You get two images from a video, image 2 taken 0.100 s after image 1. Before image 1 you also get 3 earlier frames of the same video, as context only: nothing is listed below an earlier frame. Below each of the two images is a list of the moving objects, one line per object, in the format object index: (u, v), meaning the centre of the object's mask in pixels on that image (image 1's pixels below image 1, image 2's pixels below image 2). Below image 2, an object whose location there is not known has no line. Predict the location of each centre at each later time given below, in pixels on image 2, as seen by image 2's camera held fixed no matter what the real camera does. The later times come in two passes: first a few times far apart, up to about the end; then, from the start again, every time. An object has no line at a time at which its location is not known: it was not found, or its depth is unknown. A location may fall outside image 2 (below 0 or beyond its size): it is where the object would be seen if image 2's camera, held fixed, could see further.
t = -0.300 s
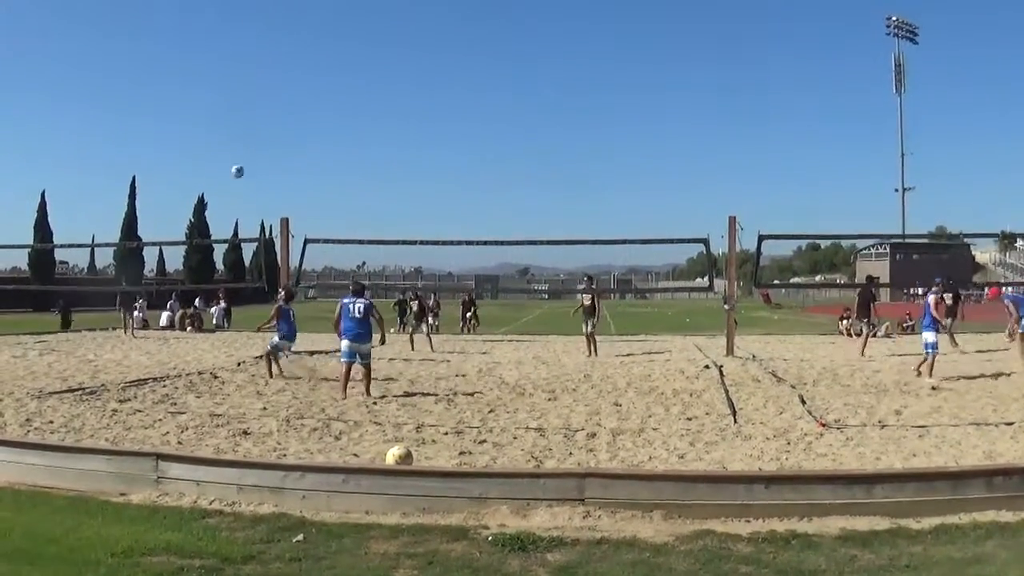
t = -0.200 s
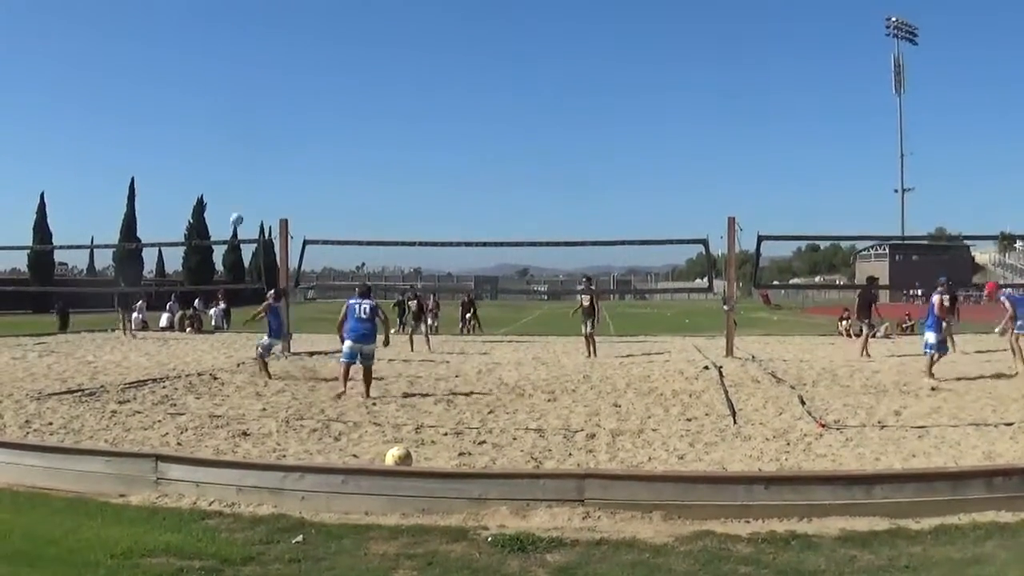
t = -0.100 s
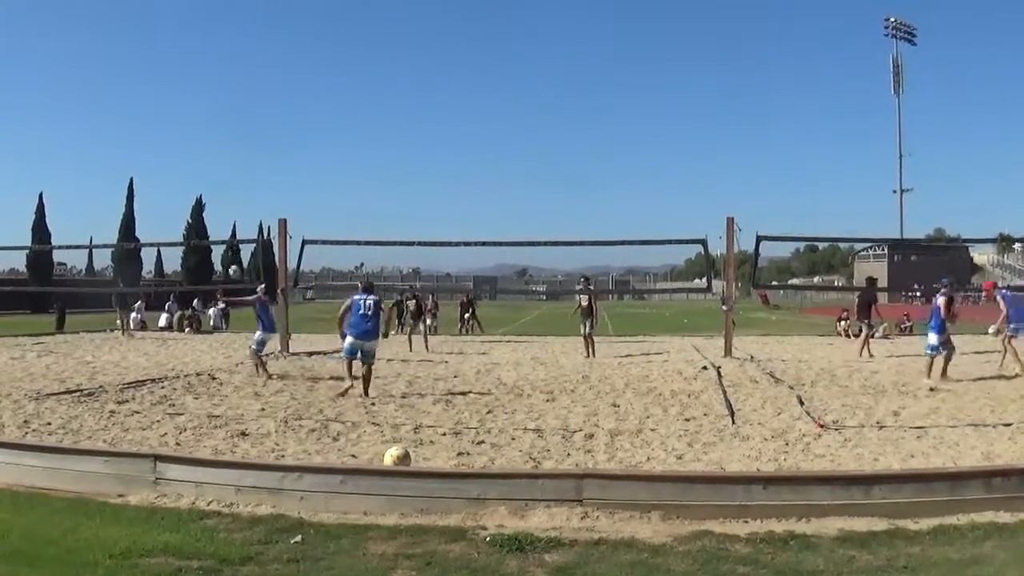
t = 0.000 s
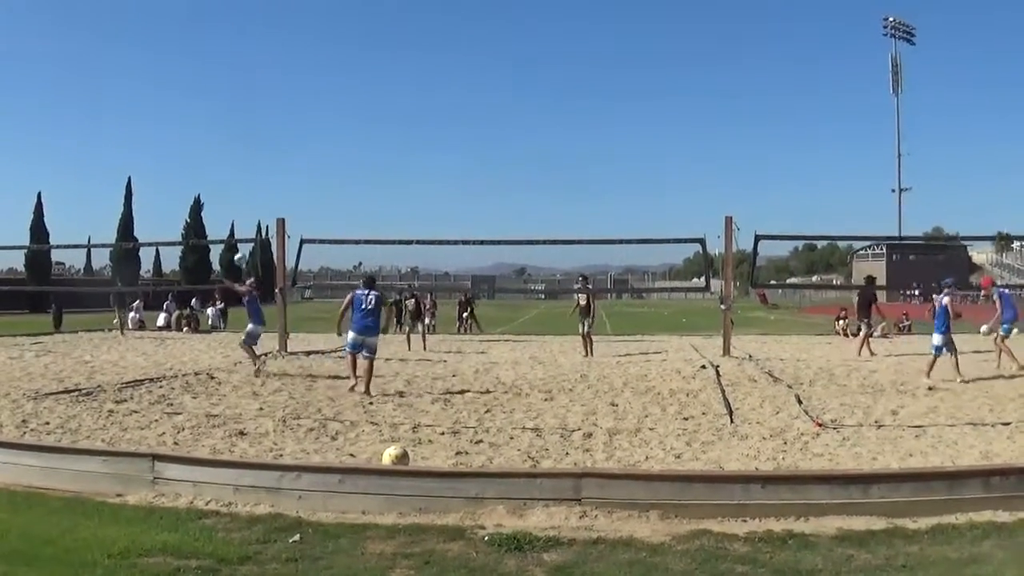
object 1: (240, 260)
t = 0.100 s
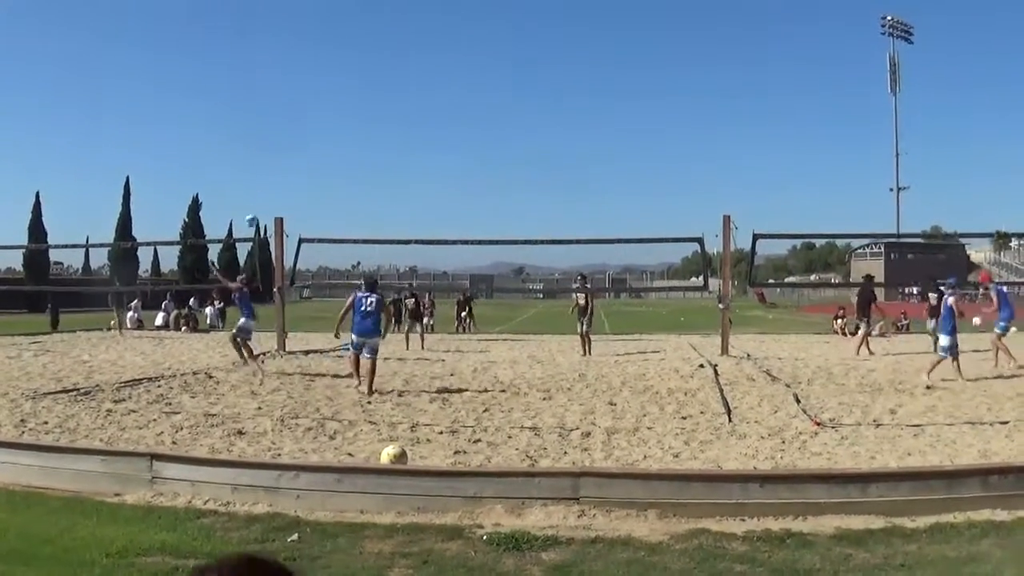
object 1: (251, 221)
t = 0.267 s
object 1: (272, 170)
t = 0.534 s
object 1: (307, 121)
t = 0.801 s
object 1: (344, 117)
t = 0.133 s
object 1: (255, 208)
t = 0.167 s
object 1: (259, 198)
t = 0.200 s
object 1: (264, 188)
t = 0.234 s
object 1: (268, 178)
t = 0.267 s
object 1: (272, 170)
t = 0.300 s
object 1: (276, 161)
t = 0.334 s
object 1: (281, 153)
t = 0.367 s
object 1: (286, 146)
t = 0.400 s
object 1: (290, 140)
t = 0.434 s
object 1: (295, 134)
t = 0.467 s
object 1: (299, 129)
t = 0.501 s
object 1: (303, 125)
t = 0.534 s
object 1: (307, 121)
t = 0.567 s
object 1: (311, 118)
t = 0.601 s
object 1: (316, 116)
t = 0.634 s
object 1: (321, 114)
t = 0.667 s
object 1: (325, 114)
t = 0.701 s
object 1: (329, 113)
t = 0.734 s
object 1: (334, 114)
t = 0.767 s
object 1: (339, 114)
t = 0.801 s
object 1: (344, 117)
